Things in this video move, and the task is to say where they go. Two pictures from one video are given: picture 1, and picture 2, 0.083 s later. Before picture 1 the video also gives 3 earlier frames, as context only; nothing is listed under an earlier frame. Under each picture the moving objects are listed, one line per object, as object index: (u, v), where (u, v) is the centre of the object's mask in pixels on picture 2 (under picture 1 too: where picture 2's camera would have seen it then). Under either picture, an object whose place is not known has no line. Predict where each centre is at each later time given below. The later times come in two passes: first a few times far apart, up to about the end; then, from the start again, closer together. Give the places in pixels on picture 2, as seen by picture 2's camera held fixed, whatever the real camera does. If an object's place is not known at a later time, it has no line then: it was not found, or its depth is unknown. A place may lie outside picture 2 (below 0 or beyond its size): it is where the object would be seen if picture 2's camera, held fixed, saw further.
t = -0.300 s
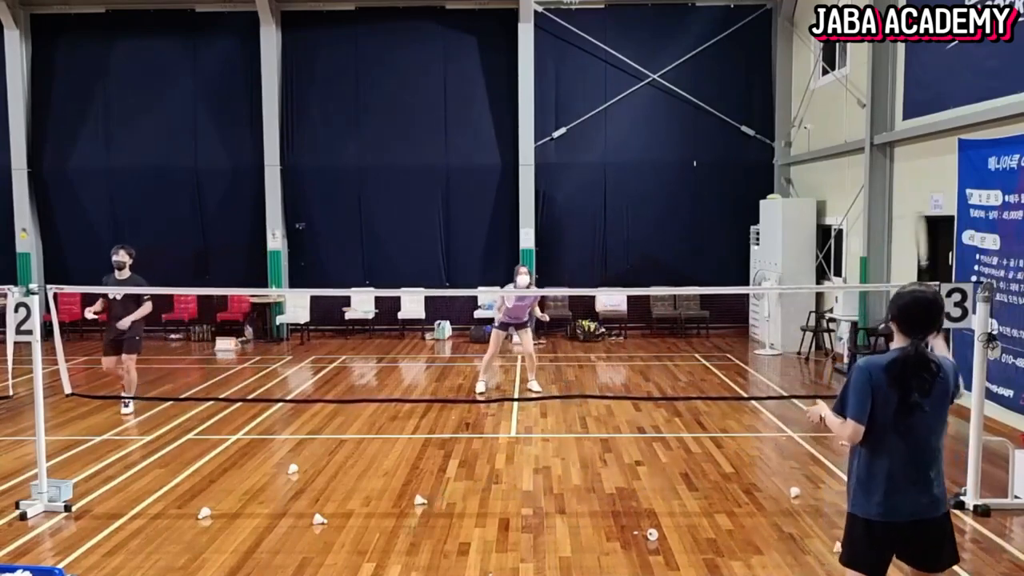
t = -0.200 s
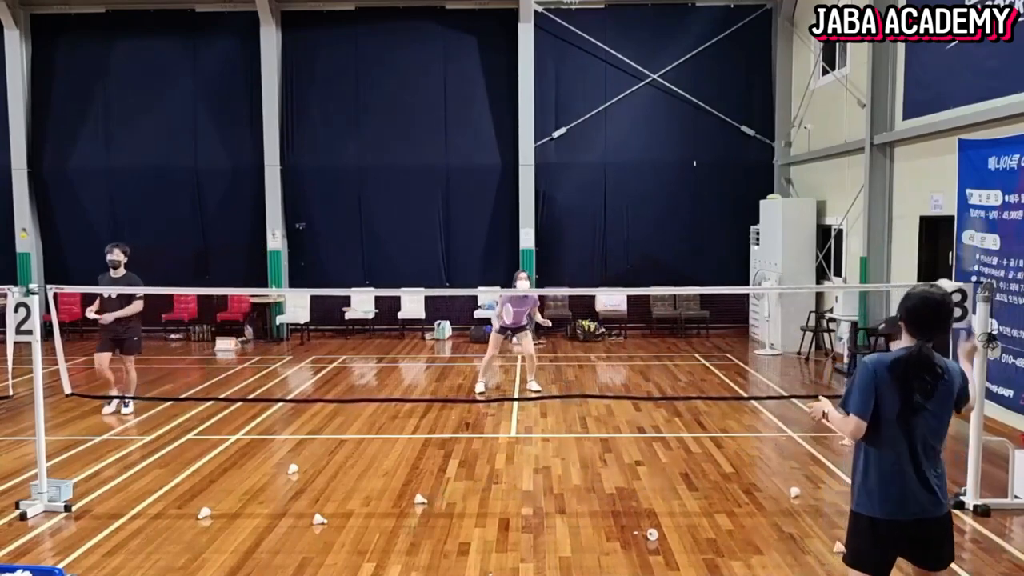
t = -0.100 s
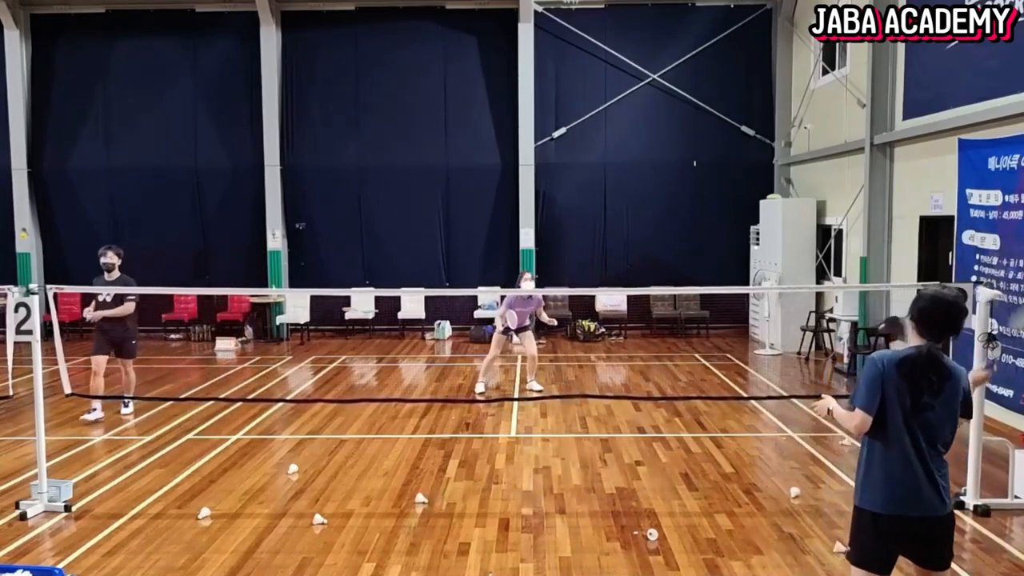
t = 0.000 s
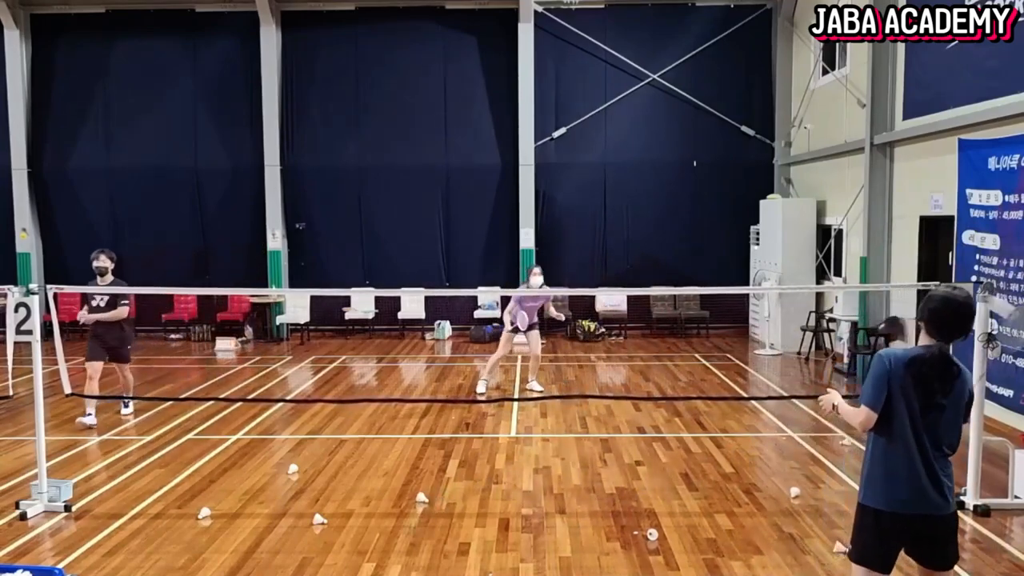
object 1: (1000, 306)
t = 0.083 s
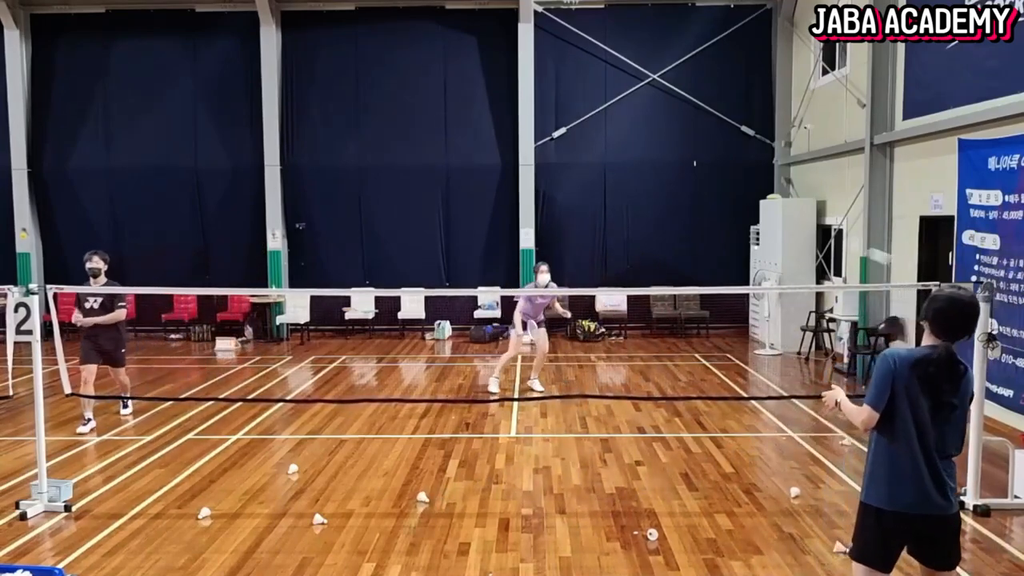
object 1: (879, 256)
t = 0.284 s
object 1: (752, 234)
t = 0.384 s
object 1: (722, 243)
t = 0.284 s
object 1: (752, 234)
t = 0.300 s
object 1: (747, 234)
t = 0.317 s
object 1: (741, 236)
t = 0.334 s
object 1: (736, 237)
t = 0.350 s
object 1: (731, 239)
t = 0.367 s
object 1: (726, 241)
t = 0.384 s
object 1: (722, 243)
